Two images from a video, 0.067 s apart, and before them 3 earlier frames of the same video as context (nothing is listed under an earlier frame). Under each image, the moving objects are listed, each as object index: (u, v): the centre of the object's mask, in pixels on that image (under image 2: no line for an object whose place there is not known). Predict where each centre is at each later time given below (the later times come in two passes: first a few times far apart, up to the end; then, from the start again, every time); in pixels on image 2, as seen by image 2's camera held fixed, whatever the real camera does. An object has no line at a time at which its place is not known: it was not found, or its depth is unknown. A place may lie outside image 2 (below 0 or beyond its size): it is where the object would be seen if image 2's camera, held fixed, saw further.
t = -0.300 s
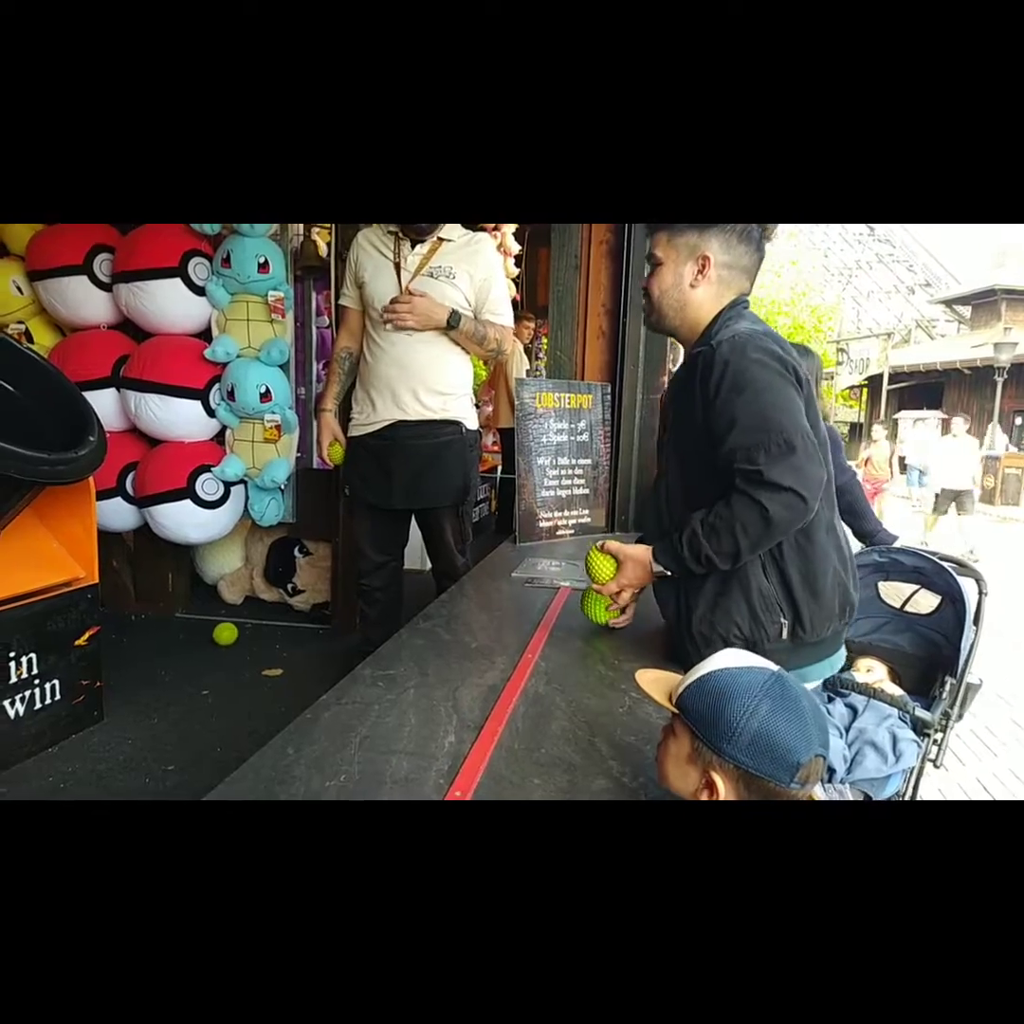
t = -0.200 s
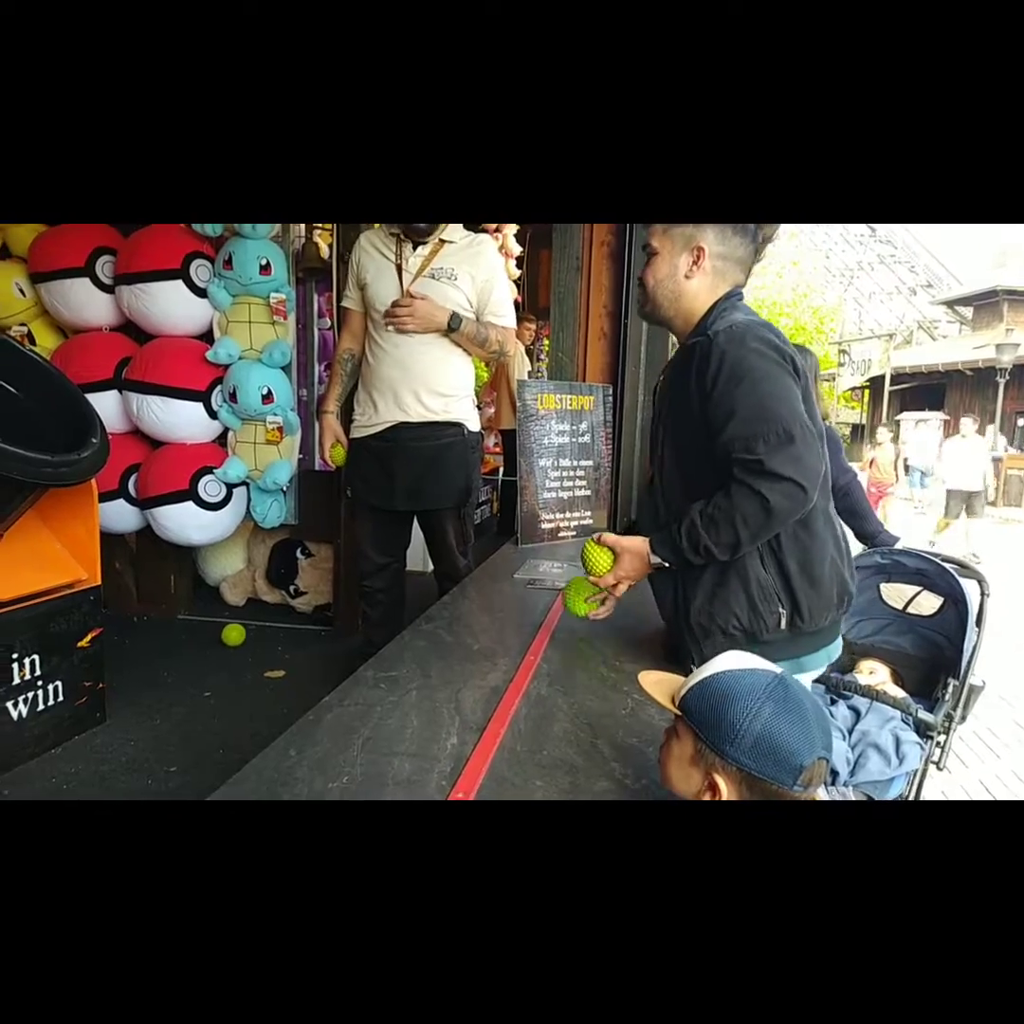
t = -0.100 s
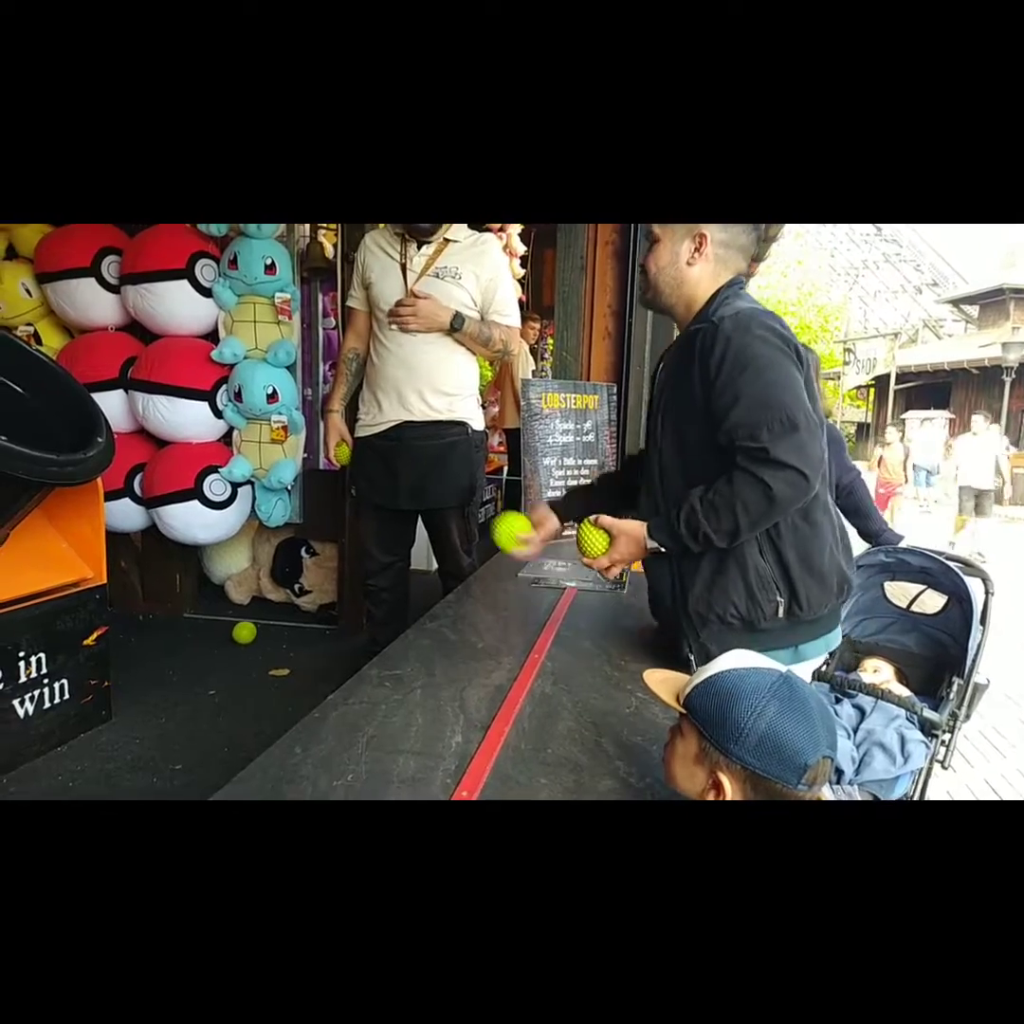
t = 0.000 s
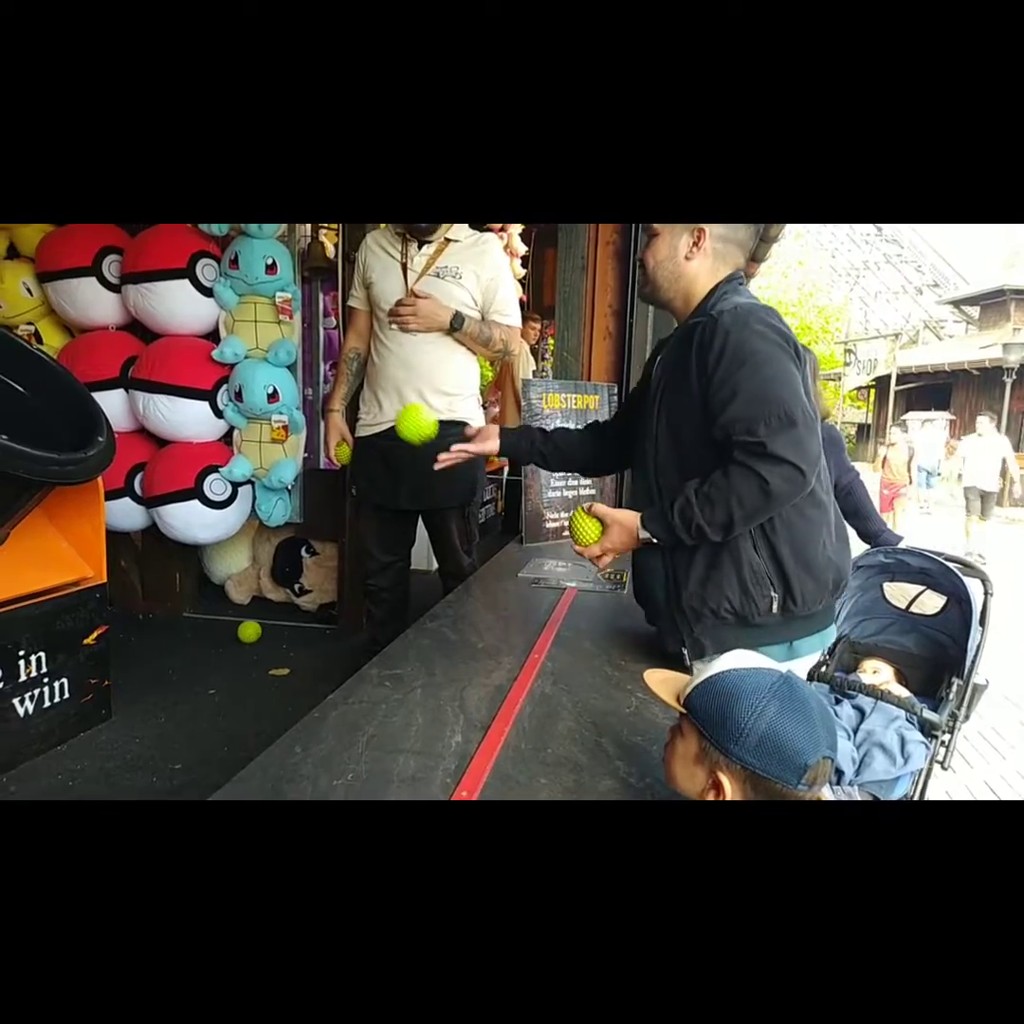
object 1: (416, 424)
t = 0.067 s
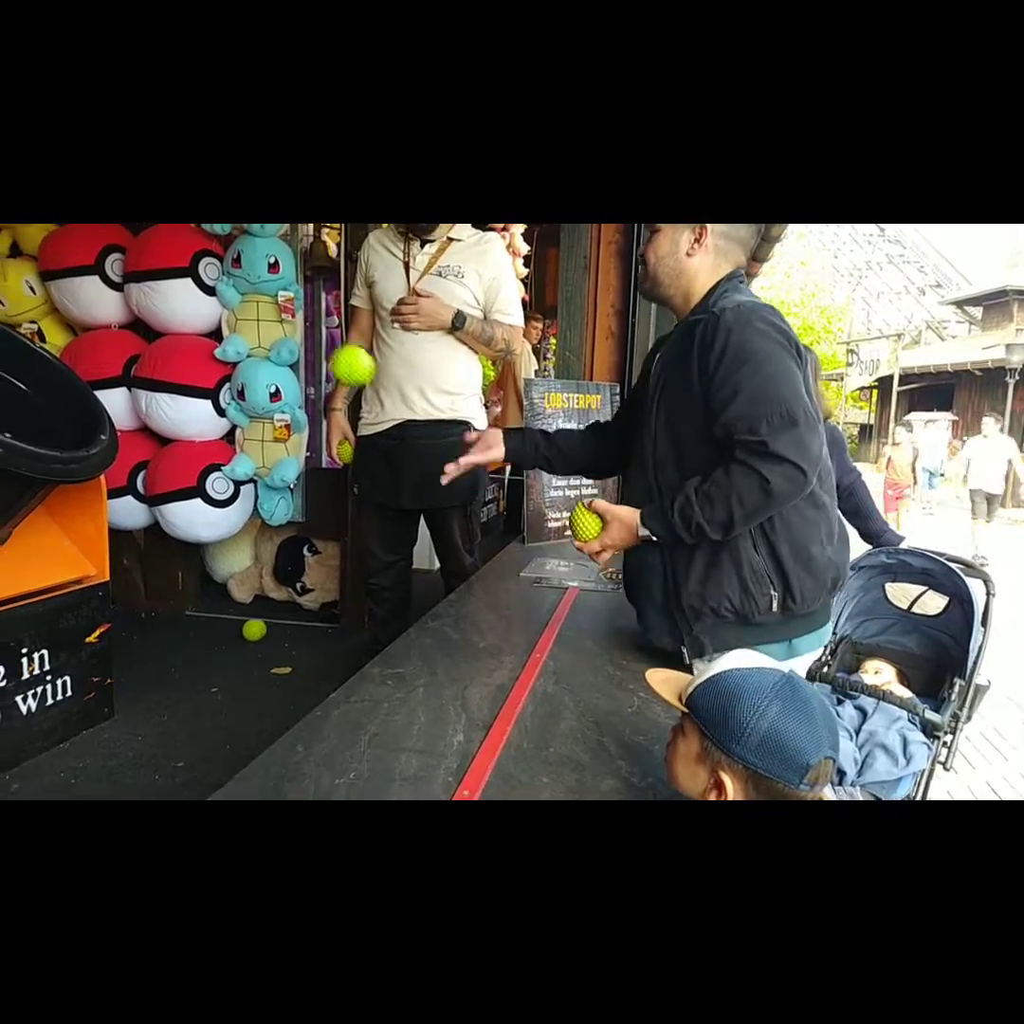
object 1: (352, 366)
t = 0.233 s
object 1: (188, 305)
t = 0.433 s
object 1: (8, 385)
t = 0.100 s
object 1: (320, 344)
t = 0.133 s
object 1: (287, 327)
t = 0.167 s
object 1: (255, 315)
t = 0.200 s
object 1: (221, 308)
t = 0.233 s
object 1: (188, 305)
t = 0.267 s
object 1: (156, 307)
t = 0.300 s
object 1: (127, 314)
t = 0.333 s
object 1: (96, 325)
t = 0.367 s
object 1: (68, 341)
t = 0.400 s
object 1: (37, 361)
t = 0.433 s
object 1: (8, 385)
